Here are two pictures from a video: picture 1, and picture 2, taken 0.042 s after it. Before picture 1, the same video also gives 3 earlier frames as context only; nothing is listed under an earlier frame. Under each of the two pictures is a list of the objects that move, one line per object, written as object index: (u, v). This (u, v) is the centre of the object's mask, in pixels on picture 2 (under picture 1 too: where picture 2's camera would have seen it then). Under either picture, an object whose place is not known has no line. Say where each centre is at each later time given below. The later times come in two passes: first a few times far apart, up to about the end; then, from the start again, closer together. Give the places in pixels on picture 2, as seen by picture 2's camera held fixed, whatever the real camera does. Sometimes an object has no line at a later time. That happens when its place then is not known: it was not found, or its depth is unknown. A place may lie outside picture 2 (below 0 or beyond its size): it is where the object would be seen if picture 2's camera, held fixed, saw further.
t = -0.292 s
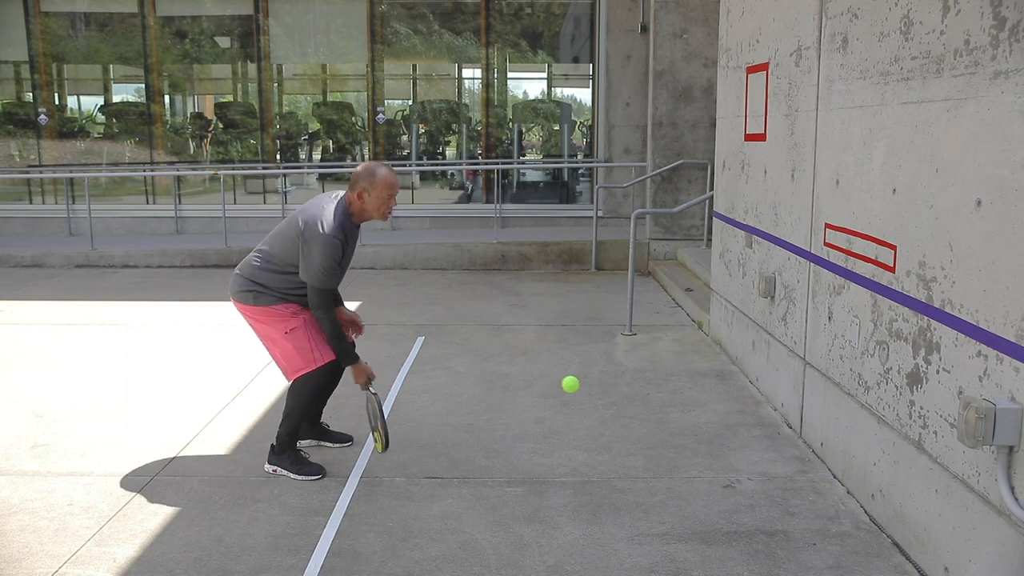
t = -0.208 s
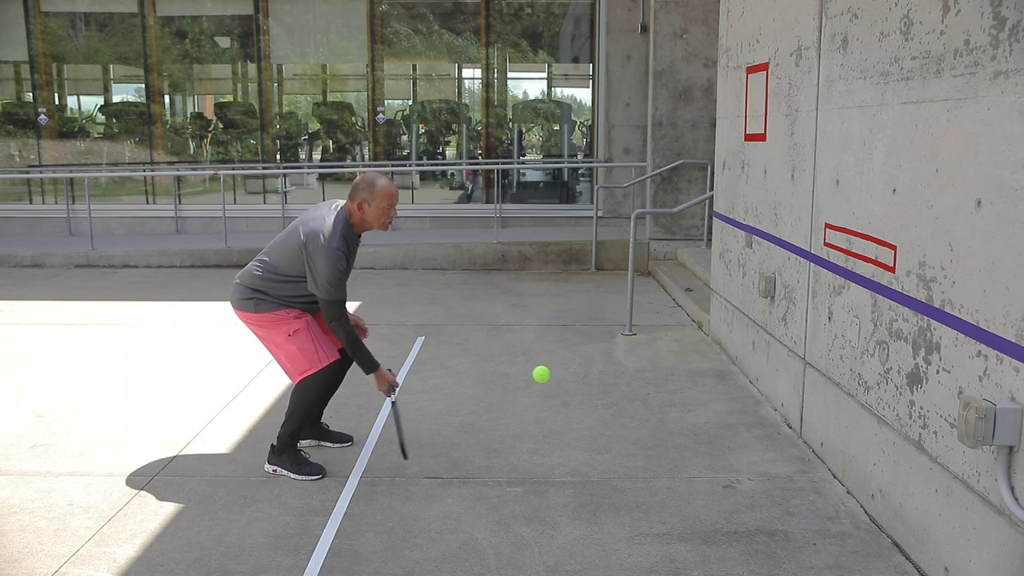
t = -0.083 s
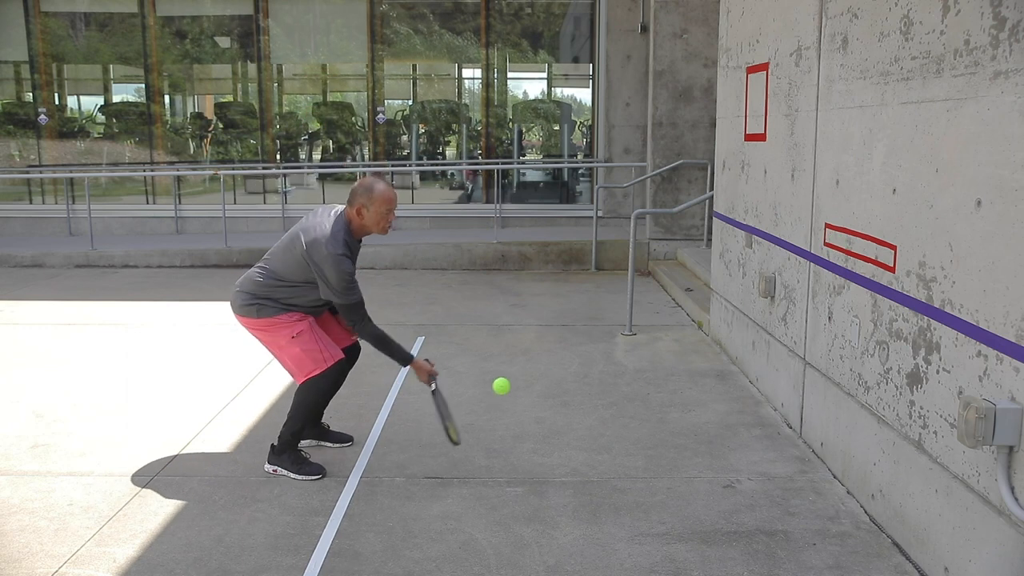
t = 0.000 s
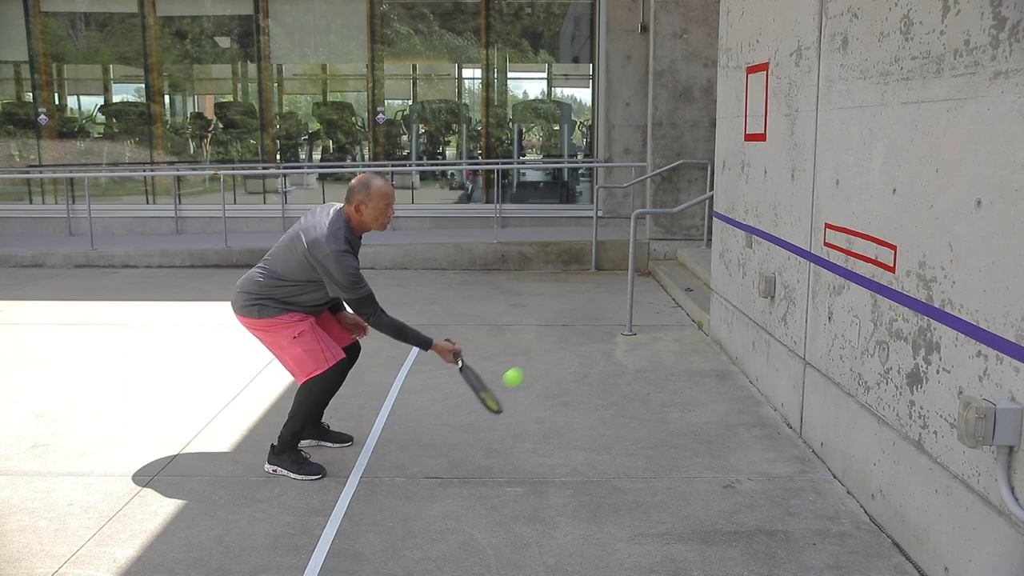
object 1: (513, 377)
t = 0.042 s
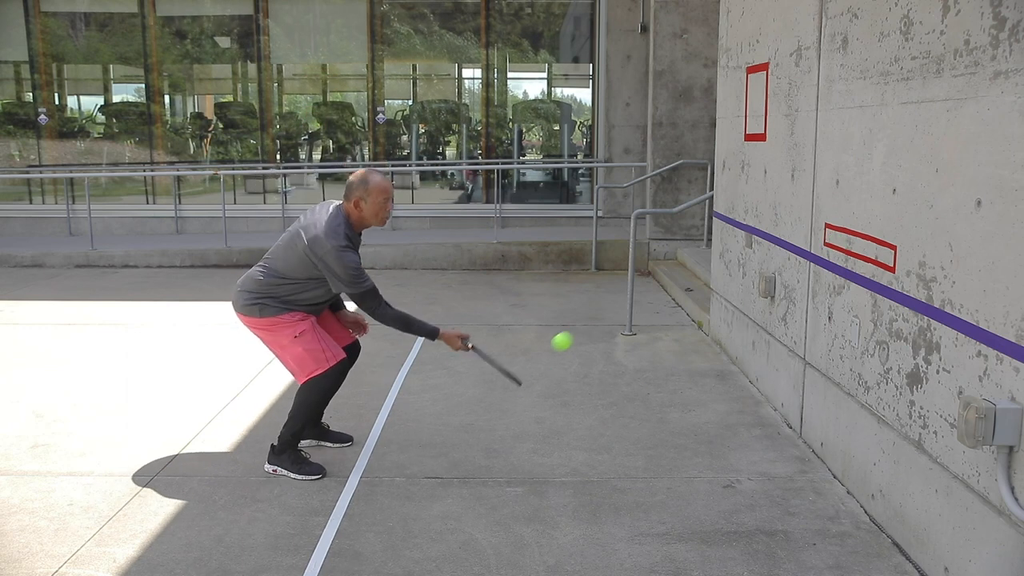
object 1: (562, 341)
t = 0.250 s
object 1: (758, 251)
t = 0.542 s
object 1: (696, 307)
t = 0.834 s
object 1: (530, 440)
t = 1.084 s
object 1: (446, 376)
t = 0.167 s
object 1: (677, 277)
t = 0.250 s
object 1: (758, 251)
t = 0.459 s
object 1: (753, 268)
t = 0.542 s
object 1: (696, 307)
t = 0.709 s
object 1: (583, 428)
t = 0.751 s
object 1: (562, 459)
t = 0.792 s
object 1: (540, 458)
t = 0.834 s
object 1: (530, 440)
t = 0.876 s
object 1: (514, 416)
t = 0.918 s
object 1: (502, 403)
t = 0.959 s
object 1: (486, 389)
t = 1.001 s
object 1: (474, 382)
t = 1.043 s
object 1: (457, 376)
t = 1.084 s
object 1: (446, 376)
